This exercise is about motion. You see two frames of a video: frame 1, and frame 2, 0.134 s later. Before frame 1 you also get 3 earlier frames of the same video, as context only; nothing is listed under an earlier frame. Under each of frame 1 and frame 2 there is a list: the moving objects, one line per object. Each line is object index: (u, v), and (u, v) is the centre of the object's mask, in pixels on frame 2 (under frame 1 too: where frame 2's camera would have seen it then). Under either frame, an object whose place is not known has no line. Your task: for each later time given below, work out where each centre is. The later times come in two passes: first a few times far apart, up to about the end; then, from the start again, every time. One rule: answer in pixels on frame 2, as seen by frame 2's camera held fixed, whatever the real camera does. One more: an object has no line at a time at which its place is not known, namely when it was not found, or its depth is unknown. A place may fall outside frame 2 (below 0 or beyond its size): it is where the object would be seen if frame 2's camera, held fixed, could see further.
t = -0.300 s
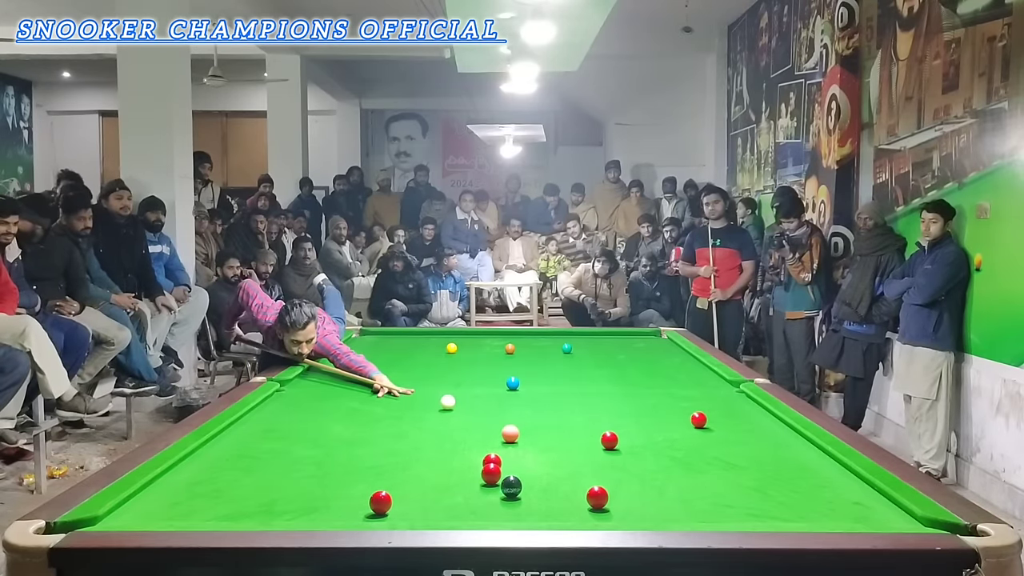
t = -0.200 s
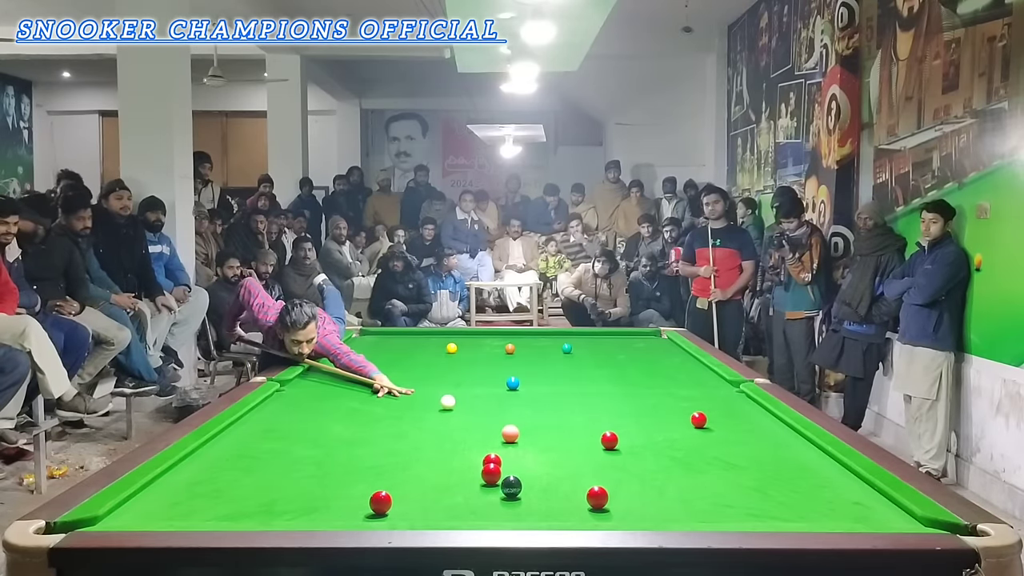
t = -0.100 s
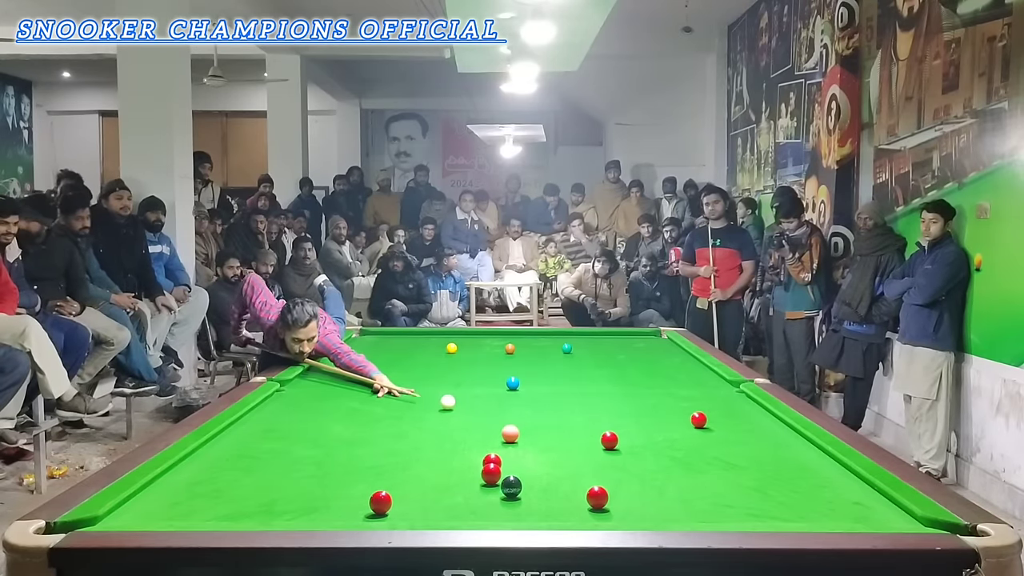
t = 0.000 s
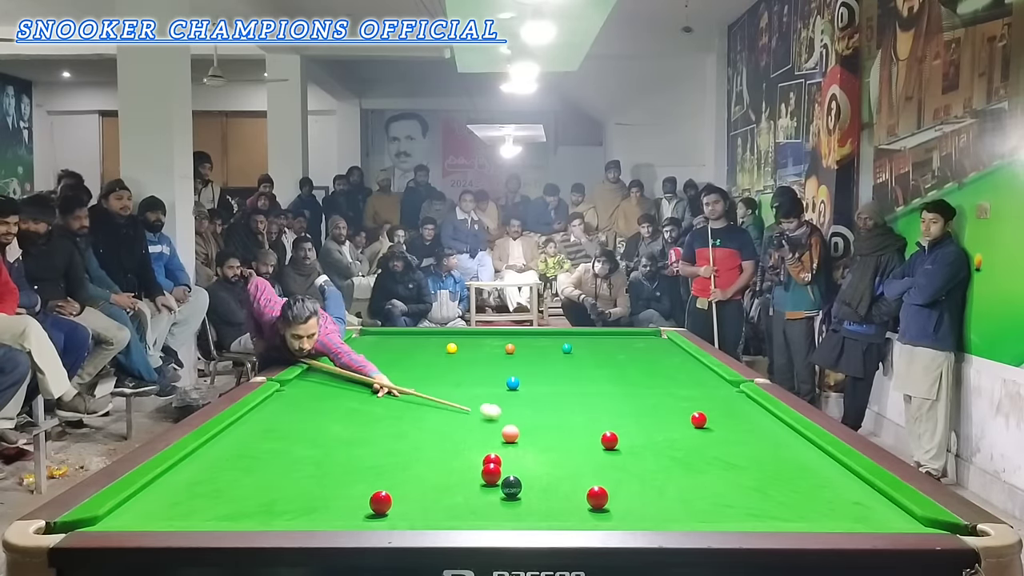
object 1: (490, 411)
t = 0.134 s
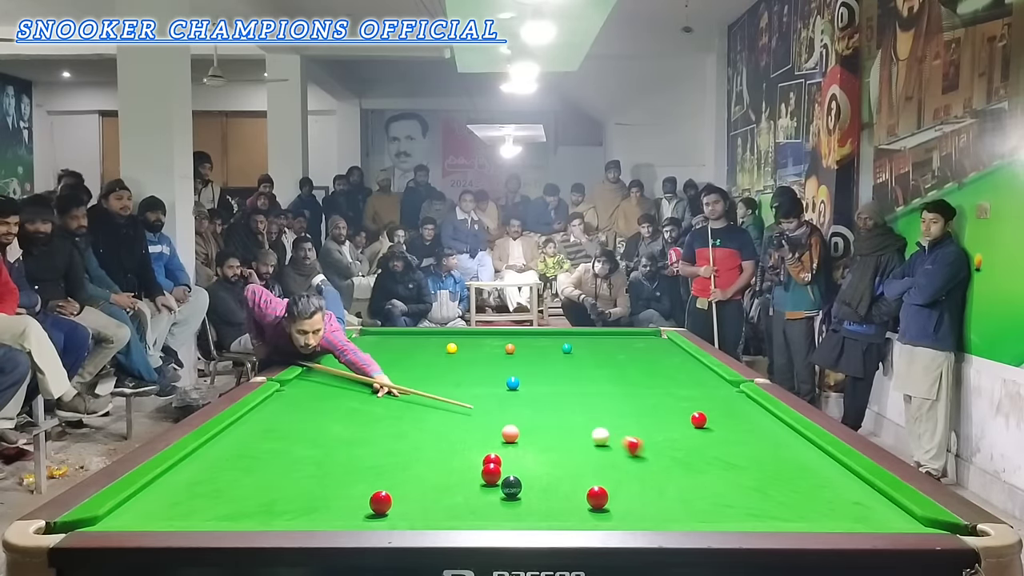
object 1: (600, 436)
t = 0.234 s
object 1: (607, 435)
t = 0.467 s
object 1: (613, 430)
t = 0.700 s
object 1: (618, 425)
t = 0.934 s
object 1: (623, 422)
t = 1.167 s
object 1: (628, 419)
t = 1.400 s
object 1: (632, 416)
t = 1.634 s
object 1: (635, 413)
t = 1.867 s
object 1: (639, 411)
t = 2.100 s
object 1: (641, 410)
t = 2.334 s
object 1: (644, 409)
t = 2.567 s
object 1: (645, 408)
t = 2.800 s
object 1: (646, 408)
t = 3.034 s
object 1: (647, 407)
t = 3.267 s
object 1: (647, 407)
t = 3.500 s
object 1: (647, 407)
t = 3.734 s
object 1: (647, 407)
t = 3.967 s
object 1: (647, 407)
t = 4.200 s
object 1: (647, 407)
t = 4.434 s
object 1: (647, 407)
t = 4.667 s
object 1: (647, 407)
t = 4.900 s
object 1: (647, 407)
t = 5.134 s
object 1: (647, 407)
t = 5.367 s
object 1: (647, 407)
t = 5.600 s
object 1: (647, 407)
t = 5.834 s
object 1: (647, 407)
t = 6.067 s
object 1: (647, 407)
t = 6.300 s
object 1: (647, 407)
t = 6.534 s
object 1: (647, 407)
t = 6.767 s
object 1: (647, 407)
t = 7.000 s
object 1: (647, 407)
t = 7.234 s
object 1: (647, 407)
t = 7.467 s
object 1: (647, 407)
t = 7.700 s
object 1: (647, 407)
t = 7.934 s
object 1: (647, 407)
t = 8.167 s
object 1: (647, 407)
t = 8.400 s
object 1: (647, 407)
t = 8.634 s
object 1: (647, 407)
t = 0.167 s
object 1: (603, 436)
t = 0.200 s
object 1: (606, 435)
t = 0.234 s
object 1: (607, 435)
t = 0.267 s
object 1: (608, 434)
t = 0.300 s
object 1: (608, 433)
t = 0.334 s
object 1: (609, 432)
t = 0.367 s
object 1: (610, 432)
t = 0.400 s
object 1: (611, 431)
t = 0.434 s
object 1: (612, 430)
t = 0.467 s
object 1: (613, 430)
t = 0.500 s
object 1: (613, 429)
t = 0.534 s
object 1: (614, 428)
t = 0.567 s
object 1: (615, 428)
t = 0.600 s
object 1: (616, 427)
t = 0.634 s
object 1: (616, 427)
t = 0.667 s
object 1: (617, 426)
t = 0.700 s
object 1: (618, 425)
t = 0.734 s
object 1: (619, 425)
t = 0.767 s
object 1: (619, 424)
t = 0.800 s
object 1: (620, 424)
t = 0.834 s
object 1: (621, 423)
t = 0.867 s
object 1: (622, 423)
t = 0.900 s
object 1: (622, 422)
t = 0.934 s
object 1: (623, 422)
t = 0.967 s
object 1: (623, 421)
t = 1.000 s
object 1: (624, 421)
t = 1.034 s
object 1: (625, 420)
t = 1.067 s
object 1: (626, 420)
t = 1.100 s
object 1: (626, 419)
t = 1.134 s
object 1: (627, 419)
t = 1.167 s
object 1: (628, 419)
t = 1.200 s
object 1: (628, 418)
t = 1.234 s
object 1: (629, 418)
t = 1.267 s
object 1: (629, 417)
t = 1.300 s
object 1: (630, 417)
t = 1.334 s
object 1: (630, 416)
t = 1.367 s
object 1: (631, 416)
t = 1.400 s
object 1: (632, 416)
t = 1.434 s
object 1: (632, 415)
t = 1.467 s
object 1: (633, 415)
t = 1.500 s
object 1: (633, 415)
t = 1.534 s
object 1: (634, 414)
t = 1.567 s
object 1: (634, 414)
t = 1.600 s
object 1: (635, 414)
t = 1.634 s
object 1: (635, 413)
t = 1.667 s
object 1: (636, 413)
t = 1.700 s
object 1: (636, 413)
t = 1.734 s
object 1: (637, 412)
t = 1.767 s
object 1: (637, 412)
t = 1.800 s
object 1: (638, 412)
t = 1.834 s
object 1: (638, 412)
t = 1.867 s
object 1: (639, 411)
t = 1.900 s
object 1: (639, 411)
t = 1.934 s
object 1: (639, 411)
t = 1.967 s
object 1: (640, 411)
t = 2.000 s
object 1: (640, 410)
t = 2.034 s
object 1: (641, 410)
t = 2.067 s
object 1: (641, 410)
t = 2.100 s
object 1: (641, 410)
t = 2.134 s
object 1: (642, 410)
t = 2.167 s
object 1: (642, 410)
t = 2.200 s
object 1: (643, 409)
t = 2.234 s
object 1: (643, 409)
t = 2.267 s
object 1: (643, 409)
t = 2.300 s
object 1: (644, 409)
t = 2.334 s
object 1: (644, 409)
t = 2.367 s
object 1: (644, 409)
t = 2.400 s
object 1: (644, 409)
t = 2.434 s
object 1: (645, 409)
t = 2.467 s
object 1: (645, 408)
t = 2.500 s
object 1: (645, 408)
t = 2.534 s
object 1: (645, 408)
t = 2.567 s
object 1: (645, 408)
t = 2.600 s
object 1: (645, 408)
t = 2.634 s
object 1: (646, 408)
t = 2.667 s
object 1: (646, 408)
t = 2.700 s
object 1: (646, 408)
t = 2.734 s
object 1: (646, 408)
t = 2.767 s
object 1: (646, 408)
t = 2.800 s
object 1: (646, 408)
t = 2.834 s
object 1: (647, 408)
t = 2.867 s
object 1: (647, 407)
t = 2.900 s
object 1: (647, 407)
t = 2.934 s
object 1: (647, 407)
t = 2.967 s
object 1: (647, 407)
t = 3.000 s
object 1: (647, 407)
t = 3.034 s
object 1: (647, 407)
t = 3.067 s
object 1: (647, 407)
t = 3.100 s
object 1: (647, 407)
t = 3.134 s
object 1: (647, 407)
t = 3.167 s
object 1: (647, 407)
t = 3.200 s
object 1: (647, 407)
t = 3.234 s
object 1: (647, 407)
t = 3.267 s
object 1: (647, 407)
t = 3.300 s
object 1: (647, 407)
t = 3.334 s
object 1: (647, 407)
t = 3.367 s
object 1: (647, 407)
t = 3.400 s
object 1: (647, 407)
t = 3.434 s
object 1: (647, 407)
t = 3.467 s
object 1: (647, 407)
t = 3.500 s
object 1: (647, 407)
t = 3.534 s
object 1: (647, 407)
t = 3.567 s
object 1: (647, 407)
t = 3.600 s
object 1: (647, 407)
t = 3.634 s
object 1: (647, 407)
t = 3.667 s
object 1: (647, 407)
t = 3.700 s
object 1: (647, 407)
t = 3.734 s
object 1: (647, 407)
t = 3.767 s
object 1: (647, 407)
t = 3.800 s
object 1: (647, 407)
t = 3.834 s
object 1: (647, 407)
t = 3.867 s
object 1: (647, 407)
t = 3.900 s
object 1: (647, 407)
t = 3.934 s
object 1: (647, 407)
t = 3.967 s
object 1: (647, 407)
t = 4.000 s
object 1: (647, 407)
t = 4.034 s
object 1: (647, 407)
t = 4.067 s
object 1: (647, 407)
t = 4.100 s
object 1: (647, 407)
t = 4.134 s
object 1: (647, 407)
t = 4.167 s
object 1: (647, 407)
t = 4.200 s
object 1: (647, 407)
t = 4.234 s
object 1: (647, 407)
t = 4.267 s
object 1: (647, 407)
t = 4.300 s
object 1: (647, 407)
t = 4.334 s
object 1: (647, 407)
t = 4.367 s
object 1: (647, 407)
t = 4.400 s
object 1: (647, 407)
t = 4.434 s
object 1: (647, 407)
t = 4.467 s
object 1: (647, 407)
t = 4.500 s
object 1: (647, 407)
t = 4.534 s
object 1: (647, 407)
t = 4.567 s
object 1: (647, 407)
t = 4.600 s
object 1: (647, 407)
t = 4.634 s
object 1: (647, 407)
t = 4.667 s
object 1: (647, 407)
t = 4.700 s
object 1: (647, 407)
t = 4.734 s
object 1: (647, 407)
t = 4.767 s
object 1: (647, 407)
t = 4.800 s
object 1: (647, 407)
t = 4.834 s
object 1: (647, 407)
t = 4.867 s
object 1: (647, 407)
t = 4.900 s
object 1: (647, 407)
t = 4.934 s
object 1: (647, 407)
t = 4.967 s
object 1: (647, 407)
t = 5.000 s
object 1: (647, 407)
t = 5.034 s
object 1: (647, 407)
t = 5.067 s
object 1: (647, 407)
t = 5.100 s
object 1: (647, 407)
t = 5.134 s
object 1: (647, 407)
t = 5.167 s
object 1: (647, 407)
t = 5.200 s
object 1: (647, 407)
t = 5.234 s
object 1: (647, 407)
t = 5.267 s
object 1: (647, 407)
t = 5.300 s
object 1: (647, 407)
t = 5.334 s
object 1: (647, 407)
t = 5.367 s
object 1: (647, 407)
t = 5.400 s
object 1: (647, 407)
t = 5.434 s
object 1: (647, 407)
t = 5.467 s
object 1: (647, 407)
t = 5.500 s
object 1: (647, 407)
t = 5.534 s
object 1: (647, 407)
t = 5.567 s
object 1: (647, 407)
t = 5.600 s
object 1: (647, 407)
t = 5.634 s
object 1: (647, 407)
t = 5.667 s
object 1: (647, 407)
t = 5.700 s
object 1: (647, 407)
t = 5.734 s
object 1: (647, 407)
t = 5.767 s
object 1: (647, 407)
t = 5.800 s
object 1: (647, 407)
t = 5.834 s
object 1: (647, 407)
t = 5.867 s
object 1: (647, 407)
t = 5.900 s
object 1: (647, 407)
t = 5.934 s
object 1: (647, 407)
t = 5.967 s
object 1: (647, 407)
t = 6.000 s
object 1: (647, 407)
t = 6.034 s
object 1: (647, 407)
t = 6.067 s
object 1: (647, 407)
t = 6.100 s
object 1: (647, 407)
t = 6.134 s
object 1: (647, 407)
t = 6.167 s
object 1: (647, 407)
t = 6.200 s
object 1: (647, 407)
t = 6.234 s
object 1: (647, 407)
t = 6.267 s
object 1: (647, 407)
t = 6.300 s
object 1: (647, 407)
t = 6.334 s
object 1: (647, 407)
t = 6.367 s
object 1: (647, 407)
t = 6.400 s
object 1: (647, 407)
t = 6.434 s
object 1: (647, 407)
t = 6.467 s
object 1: (647, 407)
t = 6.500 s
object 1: (647, 407)
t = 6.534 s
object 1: (647, 407)
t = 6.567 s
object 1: (647, 407)
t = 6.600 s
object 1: (647, 407)
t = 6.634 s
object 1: (647, 407)
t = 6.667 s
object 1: (647, 407)
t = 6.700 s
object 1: (647, 407)
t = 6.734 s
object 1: (647, 407)
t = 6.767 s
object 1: (647, 407)
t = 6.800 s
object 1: (647, 407)
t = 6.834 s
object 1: (647, 407)
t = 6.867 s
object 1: (647, 407)
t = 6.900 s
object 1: (647, 407)
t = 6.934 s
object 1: (647, 407)
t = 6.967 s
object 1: (647, 407)
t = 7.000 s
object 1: (647, 407)
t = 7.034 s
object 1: (647, 407)
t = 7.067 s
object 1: (647, 407)
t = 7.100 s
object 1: (647, 407)
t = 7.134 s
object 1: (647, 407)
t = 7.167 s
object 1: (647, 407)
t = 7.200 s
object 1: (647, 407)
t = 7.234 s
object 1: (647, 407)
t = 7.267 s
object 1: (647, 407)
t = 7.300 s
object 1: (647, 407)
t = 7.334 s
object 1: (647, 407)
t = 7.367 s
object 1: (647, 407)
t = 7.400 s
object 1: (647, 407)
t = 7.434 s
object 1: (647, 407)
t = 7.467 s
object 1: (647, 407)
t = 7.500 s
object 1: (647, 407)
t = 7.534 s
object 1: (647, 407)
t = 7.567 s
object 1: (647, 407)
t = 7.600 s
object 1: (647, 407)
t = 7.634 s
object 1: (647, 407)
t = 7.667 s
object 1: (647, 407)
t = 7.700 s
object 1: (647, 407)
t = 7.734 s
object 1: (647, 407)
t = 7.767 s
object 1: (647, 407)
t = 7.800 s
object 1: (647, 407)
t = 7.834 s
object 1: (647, 407)
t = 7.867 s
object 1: (647, 407)
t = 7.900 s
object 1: (647, 407)
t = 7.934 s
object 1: (647, 407)
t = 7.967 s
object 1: (647, 407)
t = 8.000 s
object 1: (647, 407)
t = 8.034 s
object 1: (647, 407)
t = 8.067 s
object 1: (647, 407)
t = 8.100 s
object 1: (647, 407)
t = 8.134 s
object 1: (647, 407)
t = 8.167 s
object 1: (647, 407)
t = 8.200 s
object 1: (647, 407)
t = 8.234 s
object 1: (647, 407)
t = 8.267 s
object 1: (647, 408)
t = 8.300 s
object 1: (647, 407)
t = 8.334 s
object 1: (647, 407)
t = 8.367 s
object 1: (647, 407)
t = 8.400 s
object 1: (647, 407)
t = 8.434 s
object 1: (647, 407)
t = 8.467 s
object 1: (647, 407)
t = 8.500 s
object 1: (647, 407)
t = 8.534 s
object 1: (647, 407)
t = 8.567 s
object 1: (647, 407)
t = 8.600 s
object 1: (647, 407)
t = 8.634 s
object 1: (647, 407)
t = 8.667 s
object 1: (647, 407)
